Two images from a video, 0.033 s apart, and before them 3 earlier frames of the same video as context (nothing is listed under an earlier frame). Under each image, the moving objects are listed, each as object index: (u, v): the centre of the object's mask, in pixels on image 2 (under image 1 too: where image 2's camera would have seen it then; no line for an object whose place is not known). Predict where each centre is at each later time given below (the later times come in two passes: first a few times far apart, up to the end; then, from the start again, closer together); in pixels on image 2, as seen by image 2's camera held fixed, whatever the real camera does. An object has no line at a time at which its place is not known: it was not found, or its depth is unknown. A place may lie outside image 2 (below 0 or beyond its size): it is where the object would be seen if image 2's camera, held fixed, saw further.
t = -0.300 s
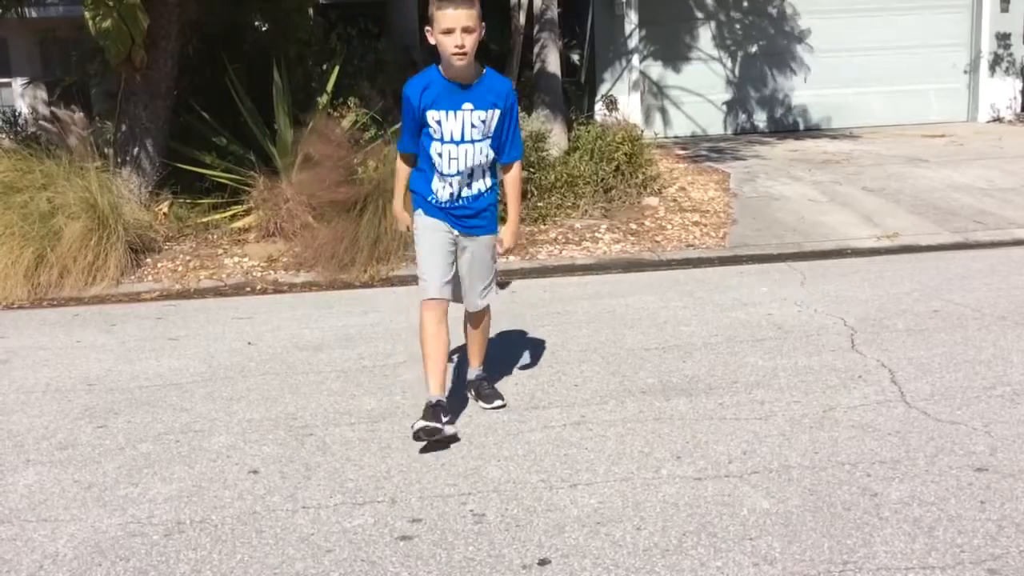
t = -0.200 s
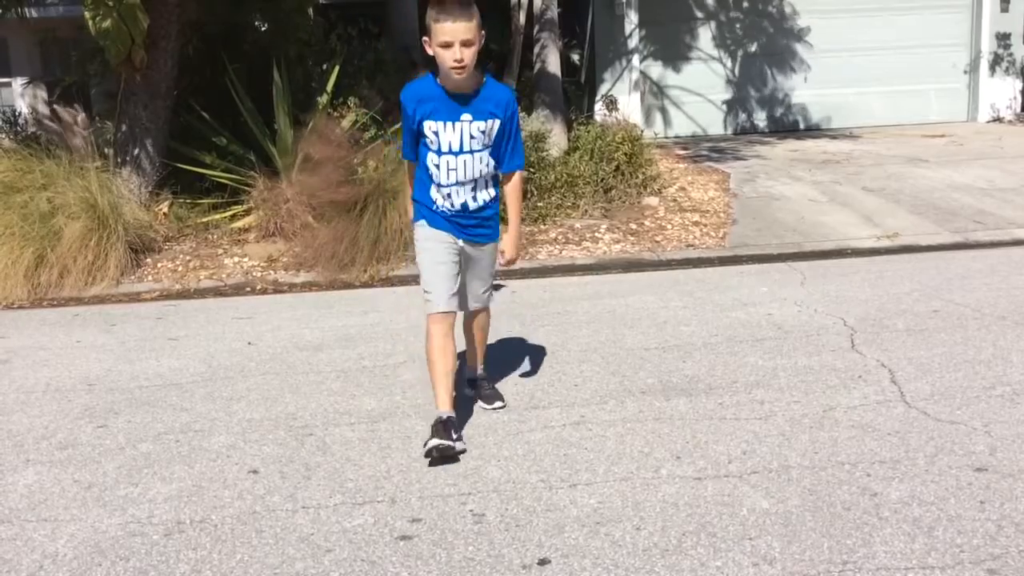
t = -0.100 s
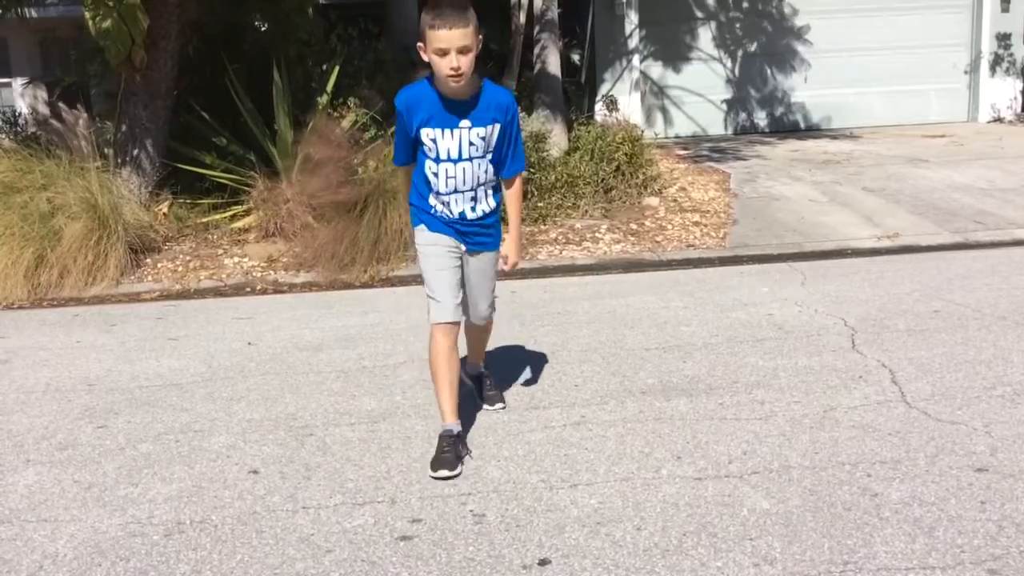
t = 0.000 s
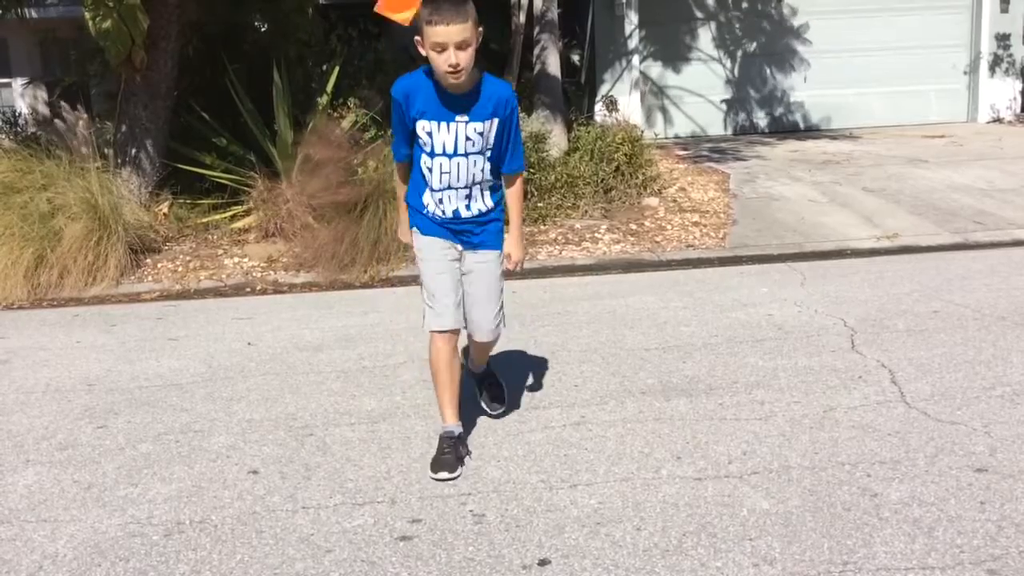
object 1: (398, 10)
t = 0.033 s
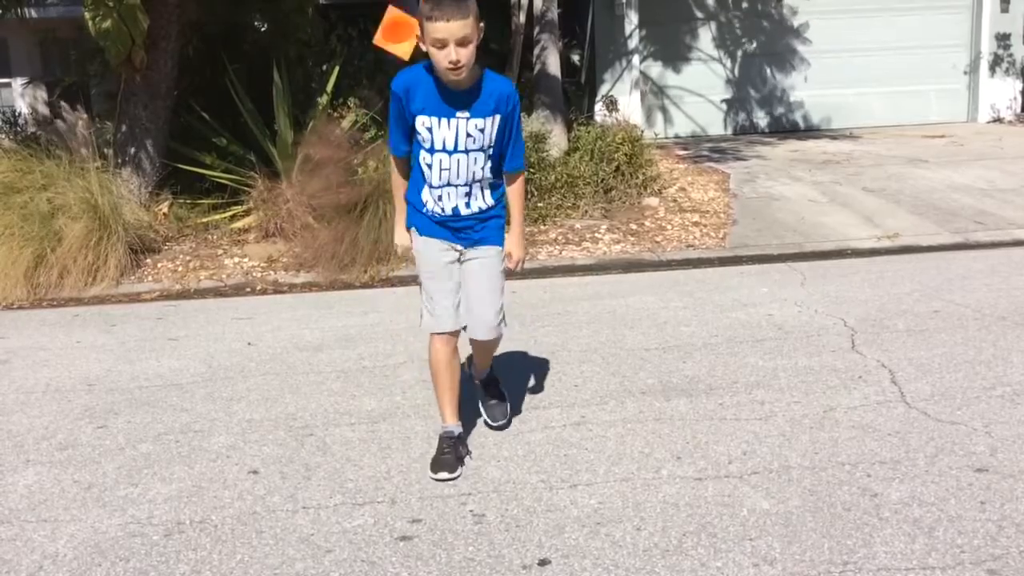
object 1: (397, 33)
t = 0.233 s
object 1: (394, 294)
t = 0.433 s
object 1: (385, 312)
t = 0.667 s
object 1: (373, 362)
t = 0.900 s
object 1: (370, 358)
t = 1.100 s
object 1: (387, 363)
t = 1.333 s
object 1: (382, 378)
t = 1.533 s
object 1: (377, 379)
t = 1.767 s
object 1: (377, 379)
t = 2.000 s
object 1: (377, 379)
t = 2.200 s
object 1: (377, 379)
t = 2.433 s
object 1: (377, 379)
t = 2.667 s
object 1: (377, 379)
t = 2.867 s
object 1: (377, 379)
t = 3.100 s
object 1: (377, 379)
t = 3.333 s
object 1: (377, 379)
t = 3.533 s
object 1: (377, 379)
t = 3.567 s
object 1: (377, 379)
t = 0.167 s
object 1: (384, 196)
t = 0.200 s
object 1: (392, 254)
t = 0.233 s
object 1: (394, 294)
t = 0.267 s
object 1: (393, 340)
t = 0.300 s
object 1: (391, 348)
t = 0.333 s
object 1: (390, 338)
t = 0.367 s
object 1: (389, 331)
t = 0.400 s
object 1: (387, 319)
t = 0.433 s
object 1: (385, 312)
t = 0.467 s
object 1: (385, 308)
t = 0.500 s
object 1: (386, 315)
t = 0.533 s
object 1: (384, 324)
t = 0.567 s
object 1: (379, 329)
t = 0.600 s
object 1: (376, 335)
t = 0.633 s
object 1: (373, 343)
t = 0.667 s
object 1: (373, 362)
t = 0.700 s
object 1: (372, 366)
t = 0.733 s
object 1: (371, 358)
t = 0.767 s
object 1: (370, 353)
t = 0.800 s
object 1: (369, 351)
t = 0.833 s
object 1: (369, 351)
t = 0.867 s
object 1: (370, 353)
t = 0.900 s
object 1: (370, 358)
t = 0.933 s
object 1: (372, 363)
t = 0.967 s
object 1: (374, 359)
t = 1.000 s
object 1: (376, 357)
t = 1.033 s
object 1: (380, 357)
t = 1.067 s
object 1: (383, 359)
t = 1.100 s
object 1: (387, 363)
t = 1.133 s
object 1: (388, 364)
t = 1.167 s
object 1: (388, 369)
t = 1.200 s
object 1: (389, 371)
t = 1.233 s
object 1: (389, 373)
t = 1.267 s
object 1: (386, 375)
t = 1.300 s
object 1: (384, 377)
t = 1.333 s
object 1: (382, 378)
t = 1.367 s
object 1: (381, 378)
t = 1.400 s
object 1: (381, 378)
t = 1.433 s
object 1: (380, 379)
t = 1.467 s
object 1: (378, 379)
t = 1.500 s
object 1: (378, 379)
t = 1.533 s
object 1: (377, 379)
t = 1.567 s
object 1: (377, 379)
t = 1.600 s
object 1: (377, 379)
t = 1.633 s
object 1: (377, 379)
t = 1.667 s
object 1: (377, 379)
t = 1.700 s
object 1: (377, 379)
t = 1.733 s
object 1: (377, 379)
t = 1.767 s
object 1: (377, 379)
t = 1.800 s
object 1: (377, 379)
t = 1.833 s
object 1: (377, 379)
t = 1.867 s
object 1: (377, 379)
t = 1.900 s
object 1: (377, 379)
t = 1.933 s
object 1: (377, 379)
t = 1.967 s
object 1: (377, 379)
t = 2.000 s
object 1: (377, 379)
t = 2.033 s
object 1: (377, 379)
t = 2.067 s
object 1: (377, 379)
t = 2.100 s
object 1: (377, 379)
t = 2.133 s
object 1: (377, 379)
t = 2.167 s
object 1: (377, 379)
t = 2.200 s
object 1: (377, 379)
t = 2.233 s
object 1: (377, 379)
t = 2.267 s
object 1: (377, 379)
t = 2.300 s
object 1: (377, 379)
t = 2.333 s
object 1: (377, 379)
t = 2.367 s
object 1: (377, 379)
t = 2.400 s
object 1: (377, 379)
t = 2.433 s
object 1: (377, 379)
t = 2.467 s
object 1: (377, 379)
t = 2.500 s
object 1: (377, 379)
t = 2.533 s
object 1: (377, 379)
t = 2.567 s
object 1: (377, 379)
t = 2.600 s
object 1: (377, 379)
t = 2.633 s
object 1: (377, 379)
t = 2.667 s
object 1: (377, 379)
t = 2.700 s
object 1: (377, 379)
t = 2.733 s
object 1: (377, 379)
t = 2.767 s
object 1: (377, 379)
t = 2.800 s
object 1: (377, 379)
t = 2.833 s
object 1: (377, 379)
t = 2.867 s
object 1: (377, 379)
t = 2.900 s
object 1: (377, 379)
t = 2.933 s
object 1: (377, 379)
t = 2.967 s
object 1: (377, 379)
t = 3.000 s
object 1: (377, 379)
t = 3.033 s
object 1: (377, 379)
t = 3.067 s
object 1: (377, 379)
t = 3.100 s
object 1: (377, 379)
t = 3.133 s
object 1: (377, 379)
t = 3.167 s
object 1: (377, 379)
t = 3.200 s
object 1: (377, 379)
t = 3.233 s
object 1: (377, 379)
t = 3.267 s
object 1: (377, 379)
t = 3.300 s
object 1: (377, 379)
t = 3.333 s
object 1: (377, 379)
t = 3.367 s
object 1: (377, 379)
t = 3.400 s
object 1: (377, 379)
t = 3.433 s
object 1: (377, 379)
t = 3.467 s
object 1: (377, 379)
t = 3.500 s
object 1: (377, 379)
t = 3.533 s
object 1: (377, 379)
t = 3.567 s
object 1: (377, 379)
